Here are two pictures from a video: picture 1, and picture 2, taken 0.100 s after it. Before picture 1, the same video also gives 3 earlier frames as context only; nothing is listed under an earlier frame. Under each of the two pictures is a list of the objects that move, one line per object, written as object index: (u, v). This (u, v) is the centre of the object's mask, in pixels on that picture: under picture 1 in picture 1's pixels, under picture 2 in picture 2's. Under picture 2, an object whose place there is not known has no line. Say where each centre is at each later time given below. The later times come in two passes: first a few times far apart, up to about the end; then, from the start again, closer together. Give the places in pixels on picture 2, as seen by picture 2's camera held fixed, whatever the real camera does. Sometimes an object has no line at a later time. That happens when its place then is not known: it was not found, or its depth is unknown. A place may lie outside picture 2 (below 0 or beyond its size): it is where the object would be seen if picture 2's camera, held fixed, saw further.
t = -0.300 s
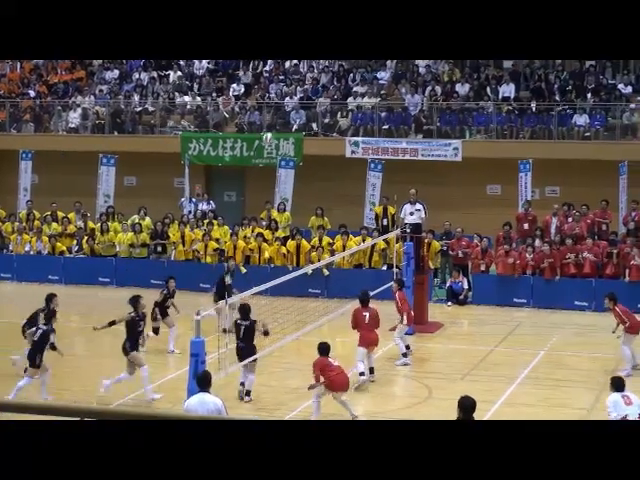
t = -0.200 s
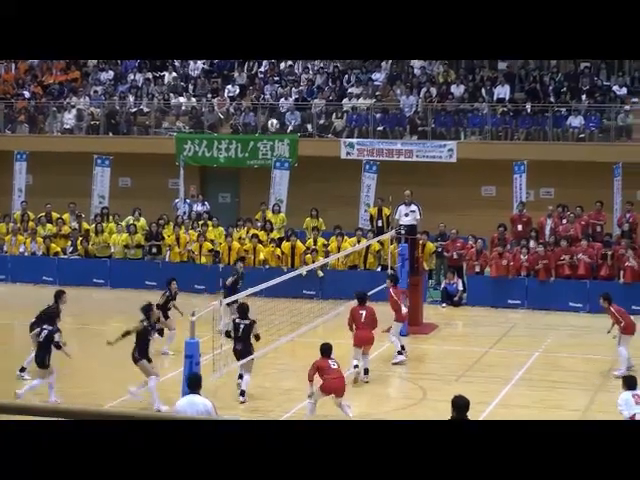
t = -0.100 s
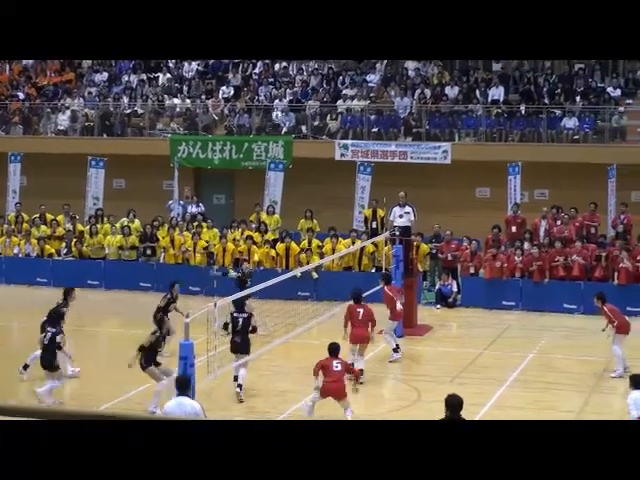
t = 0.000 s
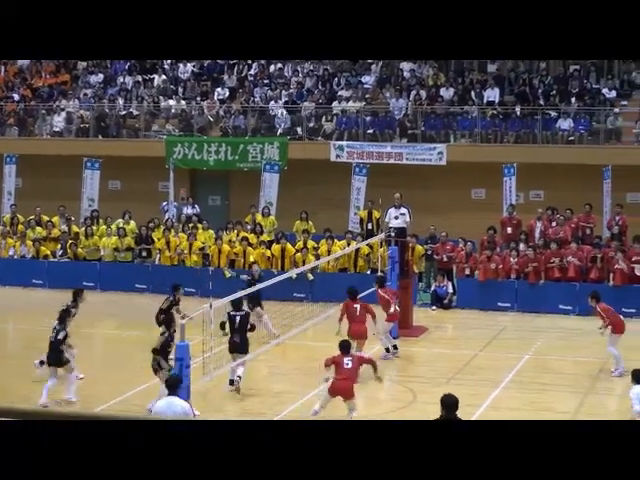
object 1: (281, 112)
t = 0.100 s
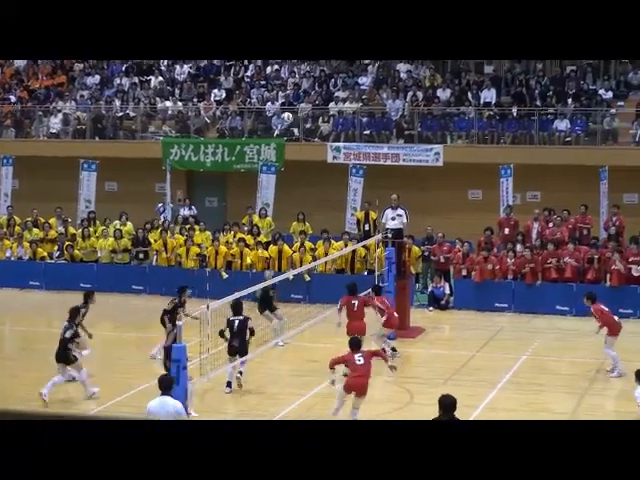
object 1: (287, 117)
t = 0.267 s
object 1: (300, 132)
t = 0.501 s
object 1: (318, 176)
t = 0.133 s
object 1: (290, 119)
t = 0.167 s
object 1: (293, 121)
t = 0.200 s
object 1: (295, 124)
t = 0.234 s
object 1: (298, 128)
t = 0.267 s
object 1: (300, 132)
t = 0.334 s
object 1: (305, 142)
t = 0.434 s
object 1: (313, 161)
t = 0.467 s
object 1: (315, 168)
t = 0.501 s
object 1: (318, 176)
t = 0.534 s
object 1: (320, 184)
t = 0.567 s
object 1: (322, 192)
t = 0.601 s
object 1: (324, 201)
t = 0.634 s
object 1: (326, 210)
